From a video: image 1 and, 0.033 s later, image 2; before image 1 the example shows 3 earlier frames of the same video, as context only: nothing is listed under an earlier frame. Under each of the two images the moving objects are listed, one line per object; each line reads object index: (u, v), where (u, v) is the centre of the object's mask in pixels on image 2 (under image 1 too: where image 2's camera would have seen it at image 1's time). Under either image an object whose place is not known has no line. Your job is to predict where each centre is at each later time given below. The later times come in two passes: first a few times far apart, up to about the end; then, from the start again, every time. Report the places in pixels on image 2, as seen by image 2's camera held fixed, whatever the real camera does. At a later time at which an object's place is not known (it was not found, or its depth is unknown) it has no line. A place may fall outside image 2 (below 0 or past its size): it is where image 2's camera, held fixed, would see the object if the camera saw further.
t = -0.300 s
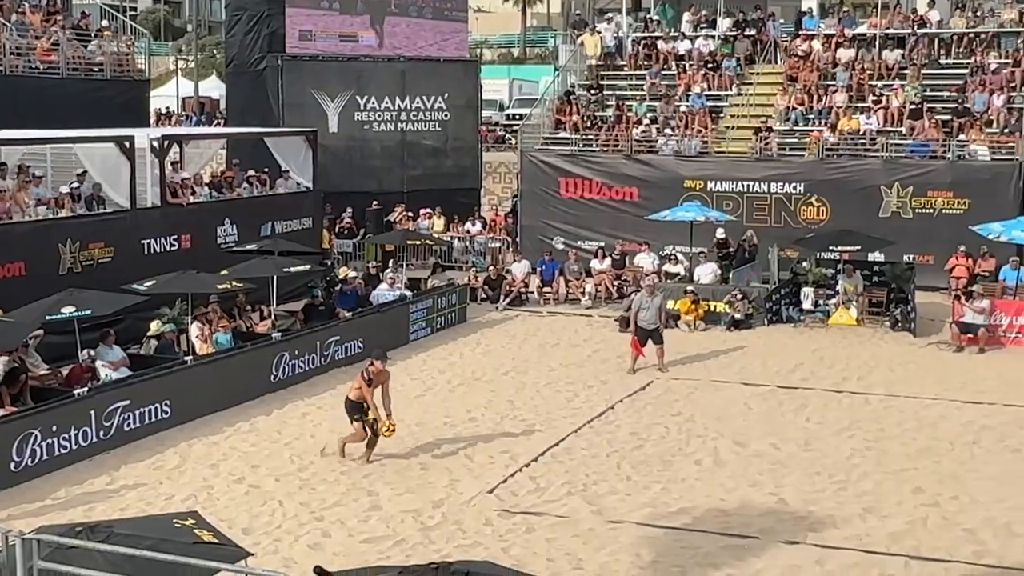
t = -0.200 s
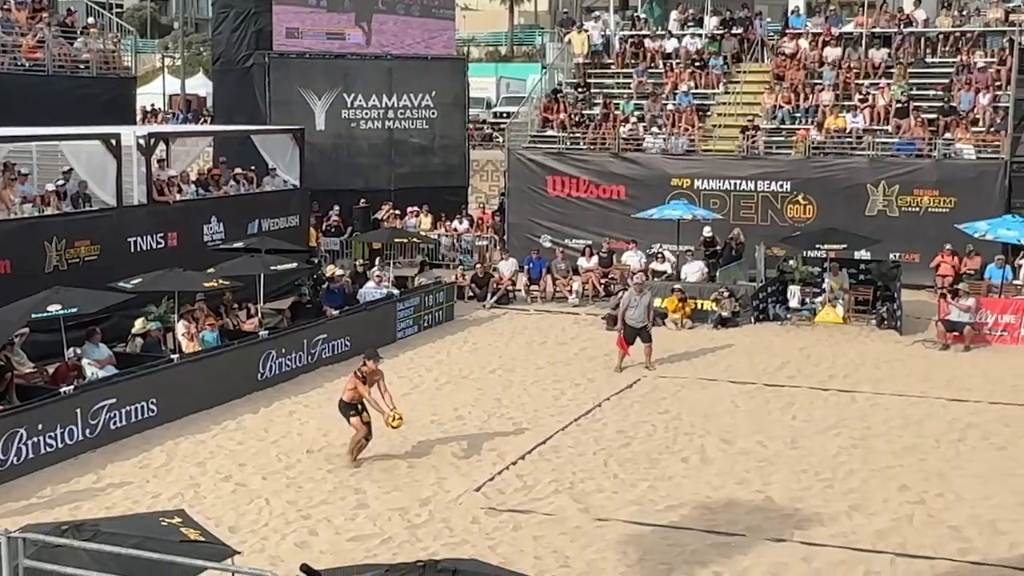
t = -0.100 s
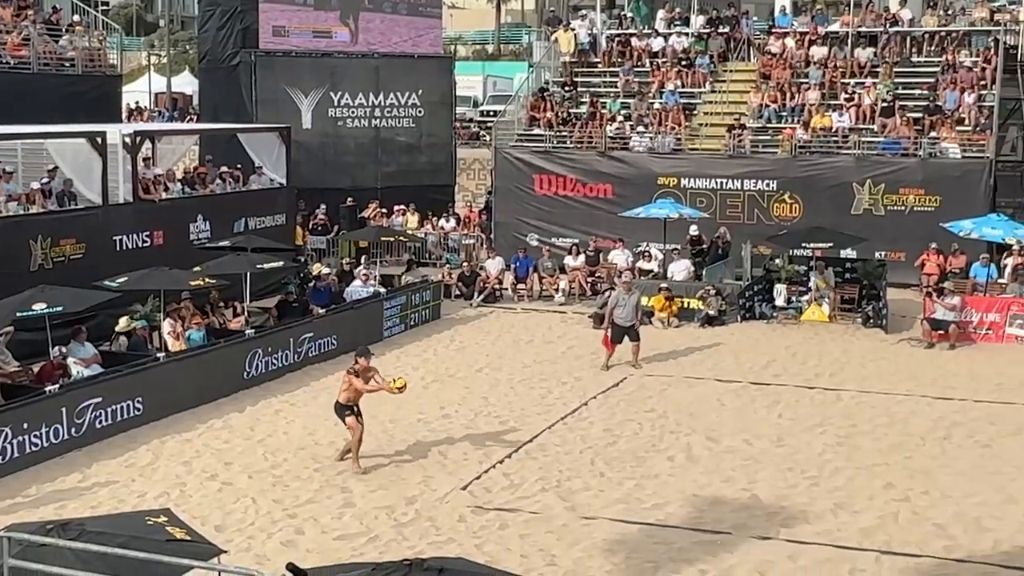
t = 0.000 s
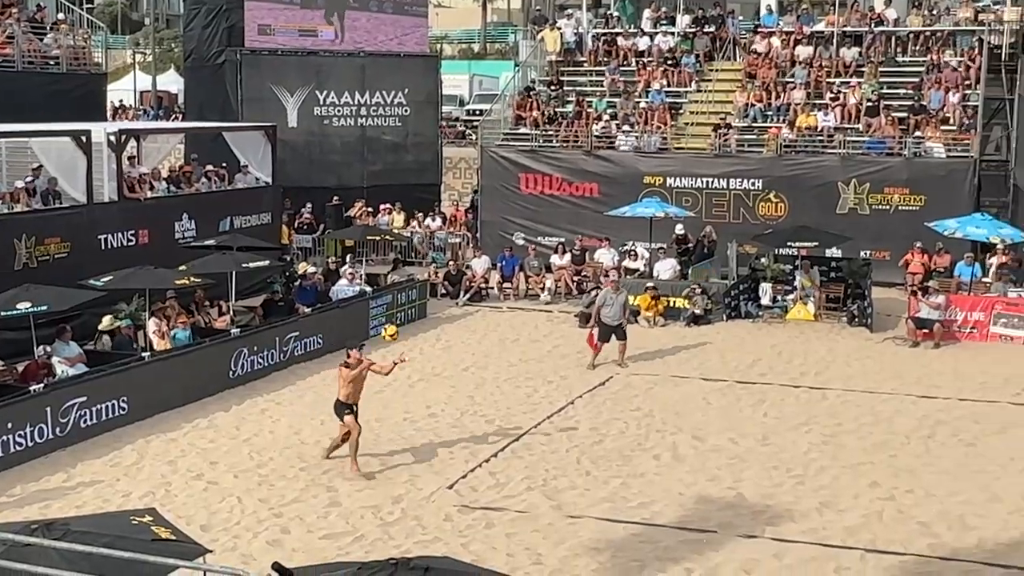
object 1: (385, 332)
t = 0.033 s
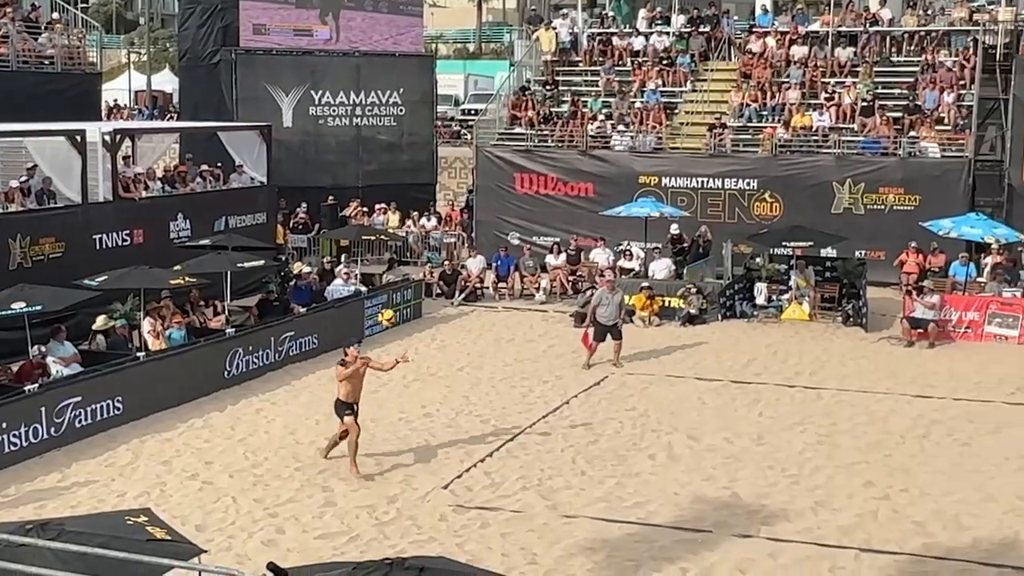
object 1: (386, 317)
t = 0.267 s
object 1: (396, 232)
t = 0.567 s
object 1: (408, 194)
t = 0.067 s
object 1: (388, 302)
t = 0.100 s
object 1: (390, 289)
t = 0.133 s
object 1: (391, 275)
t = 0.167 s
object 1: (392, 263)
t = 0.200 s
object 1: (394, 253)
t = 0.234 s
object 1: (395, 243)
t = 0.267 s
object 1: (396, 232)
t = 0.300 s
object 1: (399, 224)
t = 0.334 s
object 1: (400, 217)
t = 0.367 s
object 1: (401, 210)
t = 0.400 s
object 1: (403, 206)
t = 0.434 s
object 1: (403, 202)
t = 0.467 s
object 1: (404, 198)
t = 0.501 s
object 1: (406, 195)
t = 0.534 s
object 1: (407, 194)
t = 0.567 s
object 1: (408, 194)
